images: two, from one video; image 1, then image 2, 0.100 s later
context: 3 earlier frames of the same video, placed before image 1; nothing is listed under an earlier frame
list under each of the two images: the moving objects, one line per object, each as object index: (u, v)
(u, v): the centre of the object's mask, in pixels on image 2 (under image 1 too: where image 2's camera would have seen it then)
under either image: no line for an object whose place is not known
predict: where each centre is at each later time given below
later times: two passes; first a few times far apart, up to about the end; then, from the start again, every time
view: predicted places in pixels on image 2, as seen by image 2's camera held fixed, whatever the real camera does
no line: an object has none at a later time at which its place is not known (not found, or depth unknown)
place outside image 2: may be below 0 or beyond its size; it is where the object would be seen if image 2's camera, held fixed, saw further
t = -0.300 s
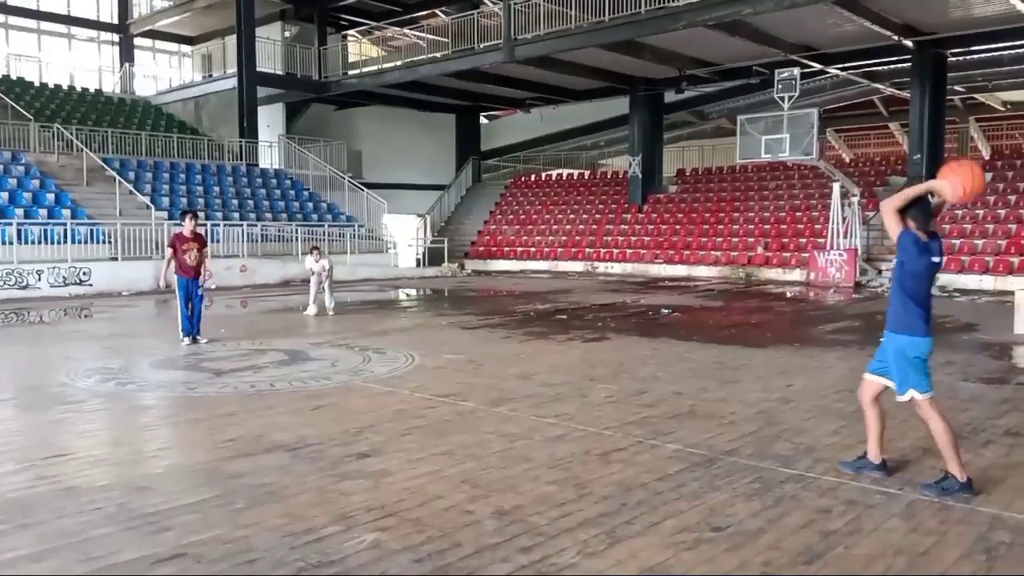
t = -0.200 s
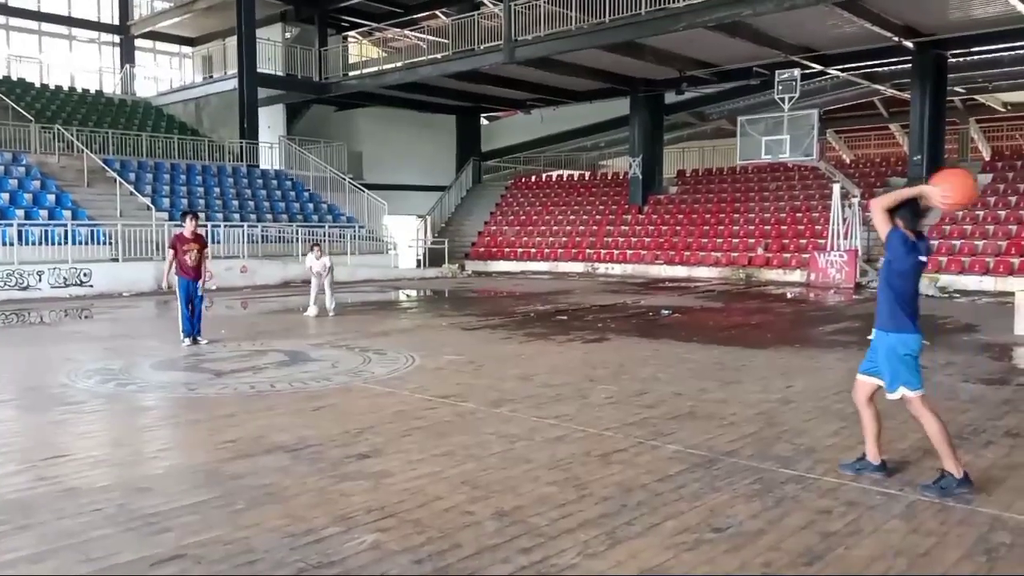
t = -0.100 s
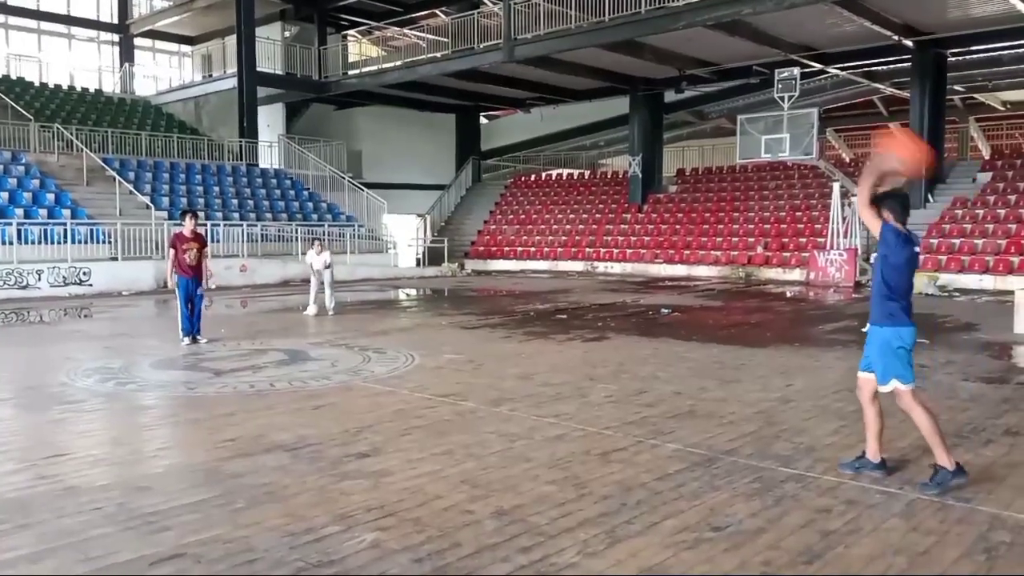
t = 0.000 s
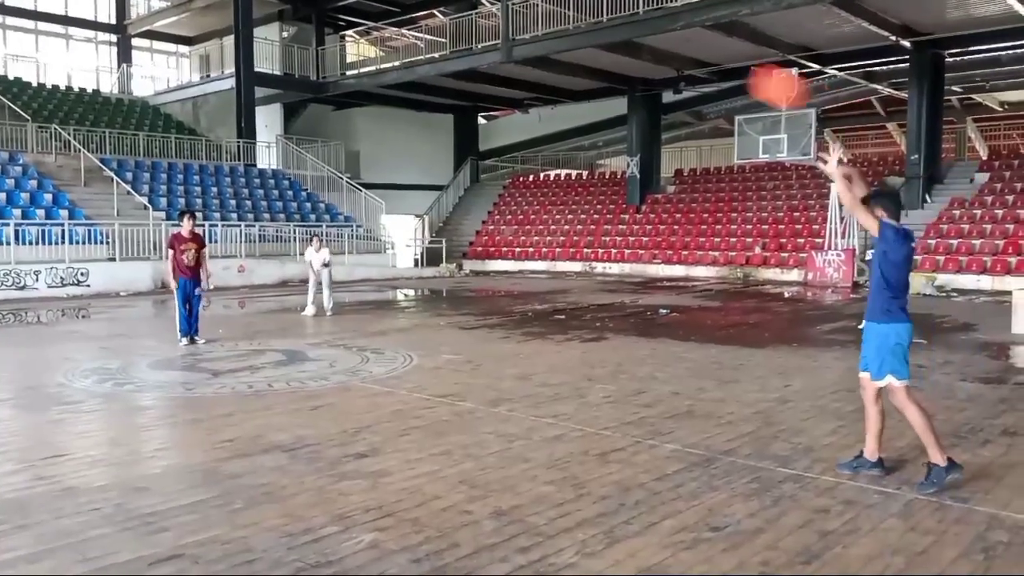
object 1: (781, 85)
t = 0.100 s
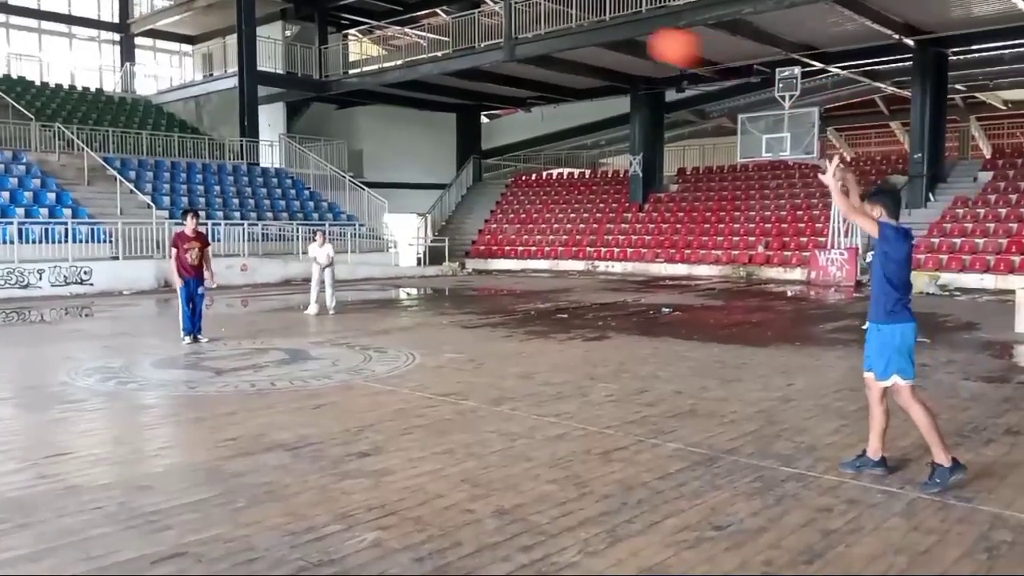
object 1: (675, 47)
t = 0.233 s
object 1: (560, 24)
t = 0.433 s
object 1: (426, 37)
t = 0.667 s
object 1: (310, 101)
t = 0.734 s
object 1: (284, 124)
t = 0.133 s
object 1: (643, 39)
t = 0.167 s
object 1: (614, 32)
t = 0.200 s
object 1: (586, 27)
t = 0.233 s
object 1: (560, 24)
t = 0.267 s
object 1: (534, 23)
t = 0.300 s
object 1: (510, 23)
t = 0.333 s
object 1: (486, 24)
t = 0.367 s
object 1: (465, 27)
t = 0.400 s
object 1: (446, 31)
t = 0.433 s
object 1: (426, 37)
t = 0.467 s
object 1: (406, 45)
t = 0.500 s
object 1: (390, 50)
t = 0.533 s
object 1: (372, 60)
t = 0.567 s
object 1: (354, 69)
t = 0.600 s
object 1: (339, 79)
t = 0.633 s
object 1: (324, 90)
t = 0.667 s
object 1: (310, 101)
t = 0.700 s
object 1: (296, 111)
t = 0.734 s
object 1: (284, 124)
